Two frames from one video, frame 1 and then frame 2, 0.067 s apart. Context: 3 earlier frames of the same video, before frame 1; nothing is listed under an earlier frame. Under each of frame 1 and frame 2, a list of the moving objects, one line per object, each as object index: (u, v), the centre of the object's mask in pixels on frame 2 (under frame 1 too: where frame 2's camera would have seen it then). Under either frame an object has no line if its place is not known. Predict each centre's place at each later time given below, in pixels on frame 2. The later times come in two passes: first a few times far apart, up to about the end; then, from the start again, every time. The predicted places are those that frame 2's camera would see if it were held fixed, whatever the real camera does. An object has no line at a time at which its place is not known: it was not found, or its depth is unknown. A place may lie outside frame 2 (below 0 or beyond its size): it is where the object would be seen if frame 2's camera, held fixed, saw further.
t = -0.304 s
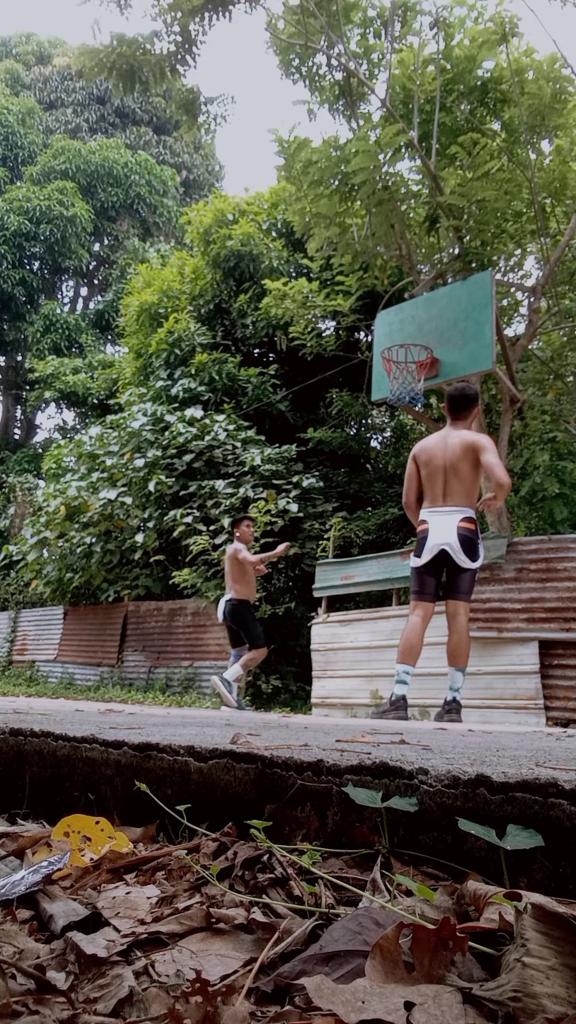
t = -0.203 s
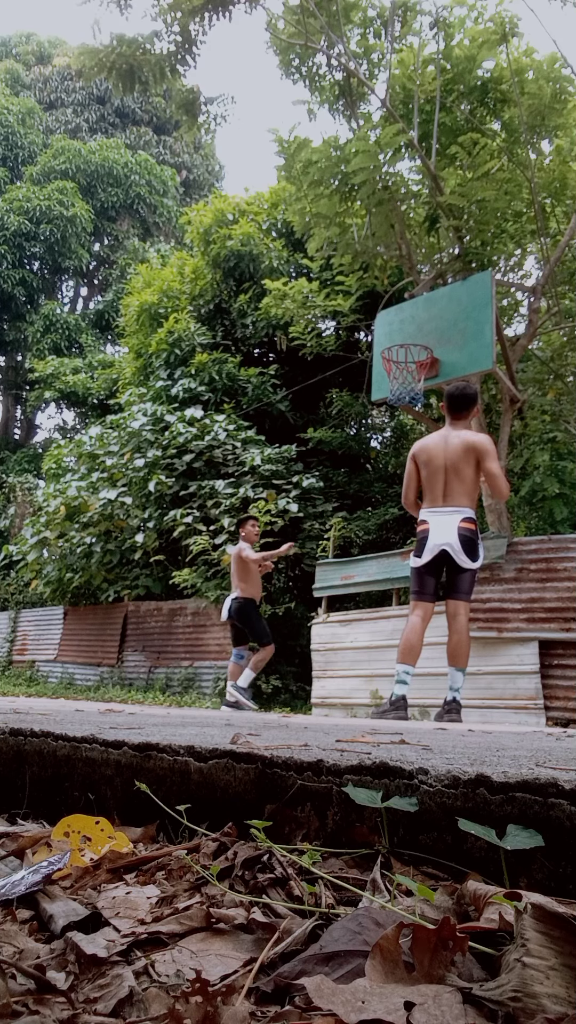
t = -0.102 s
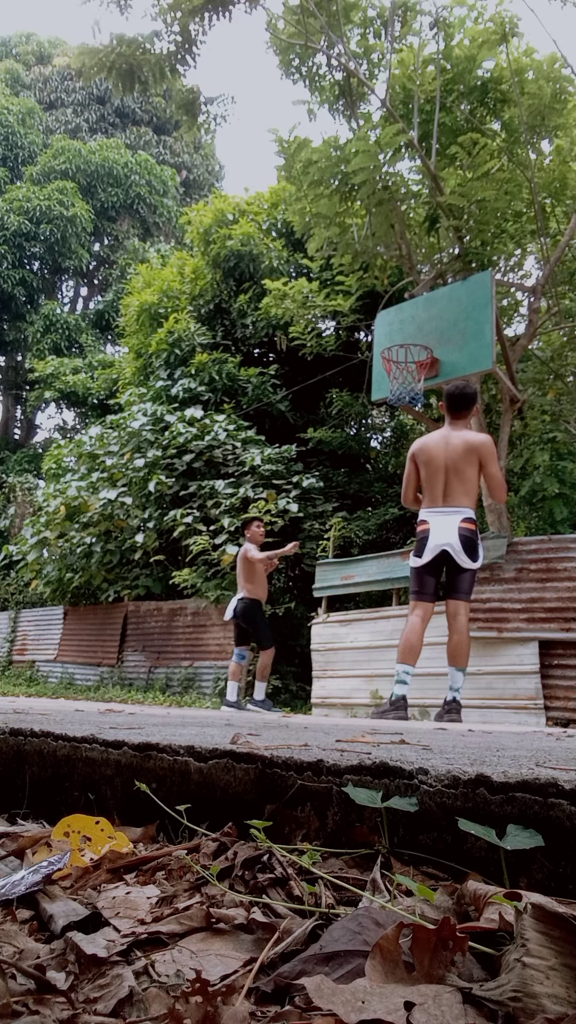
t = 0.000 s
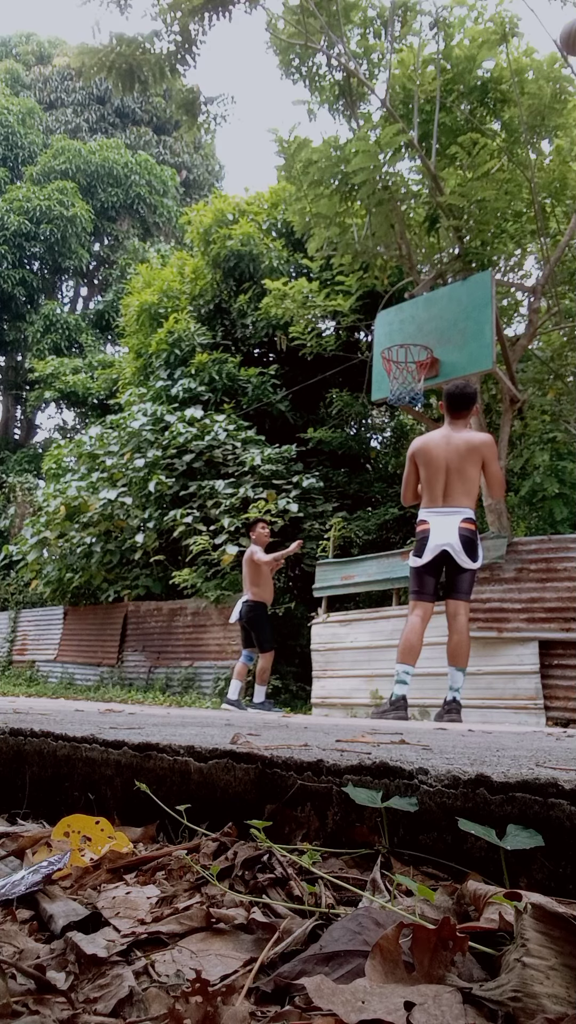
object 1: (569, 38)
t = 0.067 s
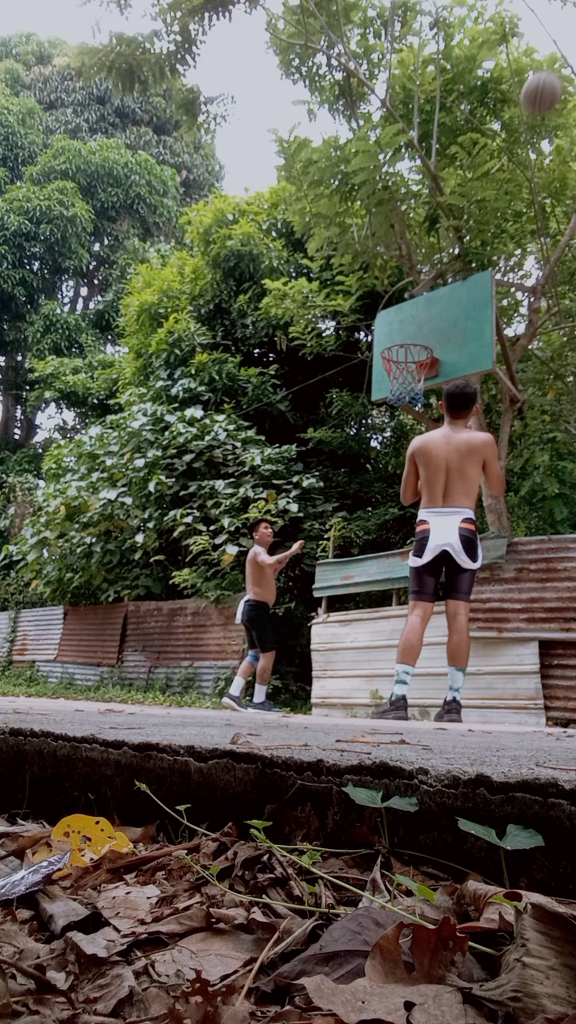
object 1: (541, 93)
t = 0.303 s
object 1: (437, 289)
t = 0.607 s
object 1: (394, 362)
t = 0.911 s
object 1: (412, 399)
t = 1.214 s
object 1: (392, 486)
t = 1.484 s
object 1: (380, 651)
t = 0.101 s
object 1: (524, 121)
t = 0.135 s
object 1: (508, 150)
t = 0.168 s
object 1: (492, 178)
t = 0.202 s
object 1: (477, 206)
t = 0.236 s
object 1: (463, 234)
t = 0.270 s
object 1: (450, 262)
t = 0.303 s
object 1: (437, 289)
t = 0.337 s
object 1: (426, 317)
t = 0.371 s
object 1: (414, 346)
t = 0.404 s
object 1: (404, 362)
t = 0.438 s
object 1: (392, 374)
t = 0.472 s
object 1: (389, 374)
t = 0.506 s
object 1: (388, 370)
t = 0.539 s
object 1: (389, 367)
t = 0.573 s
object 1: (392, 363)
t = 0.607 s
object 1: (394, 362)
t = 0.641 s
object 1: (396, 363)
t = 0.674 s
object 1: (398, 365)
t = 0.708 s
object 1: (401, 371)
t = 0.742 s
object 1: (405, 374)
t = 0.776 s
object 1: (408, 378)
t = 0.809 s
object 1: (410, 385)
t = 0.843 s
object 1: (411, 391)
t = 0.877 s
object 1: (412, 397)
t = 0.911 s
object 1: (412, 399)
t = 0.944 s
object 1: (410, 408)
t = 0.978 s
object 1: (408, 412)
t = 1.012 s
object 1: (406, 418)
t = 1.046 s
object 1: (405, 427)
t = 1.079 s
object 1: (403, 436)
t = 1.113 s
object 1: (400, 446)
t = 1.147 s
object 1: (397, 458)
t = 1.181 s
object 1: (394, 472)
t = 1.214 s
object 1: (392, 486)
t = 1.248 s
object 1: (390, 503)
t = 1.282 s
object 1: (392, 521)
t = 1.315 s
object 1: (390, 538)
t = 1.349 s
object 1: (388, 557)
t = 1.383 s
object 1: (386, 580)
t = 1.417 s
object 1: (384, 600)
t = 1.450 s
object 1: (382, 624)
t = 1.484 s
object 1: (380, 651)
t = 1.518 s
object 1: (378, 677)
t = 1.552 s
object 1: (375, 703)
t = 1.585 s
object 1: (373, 688)
